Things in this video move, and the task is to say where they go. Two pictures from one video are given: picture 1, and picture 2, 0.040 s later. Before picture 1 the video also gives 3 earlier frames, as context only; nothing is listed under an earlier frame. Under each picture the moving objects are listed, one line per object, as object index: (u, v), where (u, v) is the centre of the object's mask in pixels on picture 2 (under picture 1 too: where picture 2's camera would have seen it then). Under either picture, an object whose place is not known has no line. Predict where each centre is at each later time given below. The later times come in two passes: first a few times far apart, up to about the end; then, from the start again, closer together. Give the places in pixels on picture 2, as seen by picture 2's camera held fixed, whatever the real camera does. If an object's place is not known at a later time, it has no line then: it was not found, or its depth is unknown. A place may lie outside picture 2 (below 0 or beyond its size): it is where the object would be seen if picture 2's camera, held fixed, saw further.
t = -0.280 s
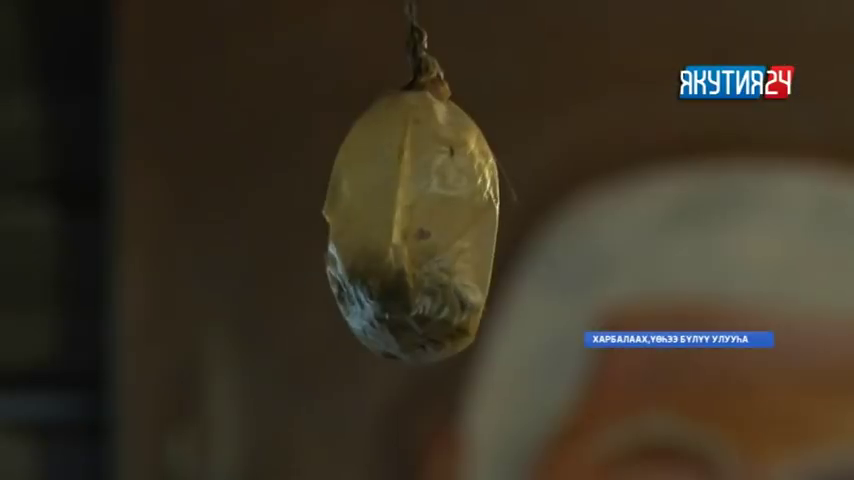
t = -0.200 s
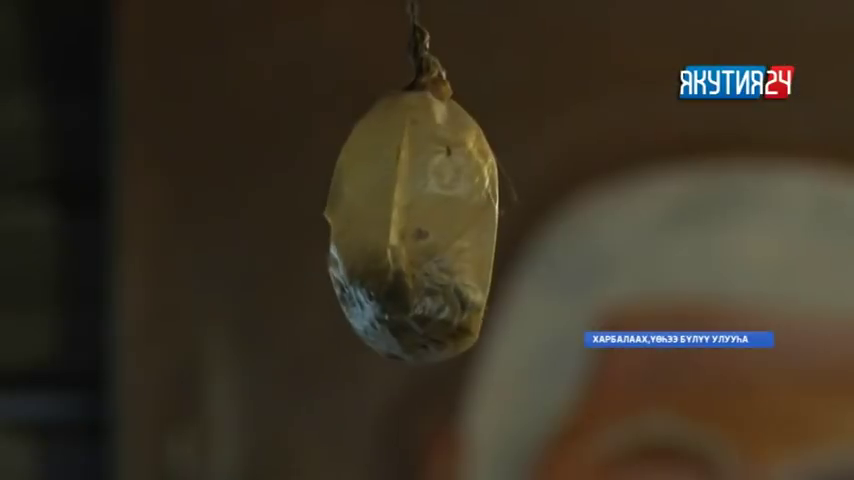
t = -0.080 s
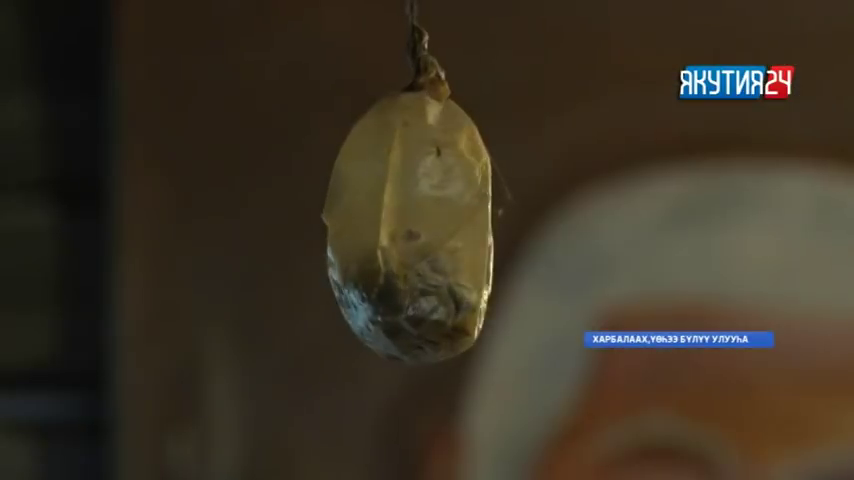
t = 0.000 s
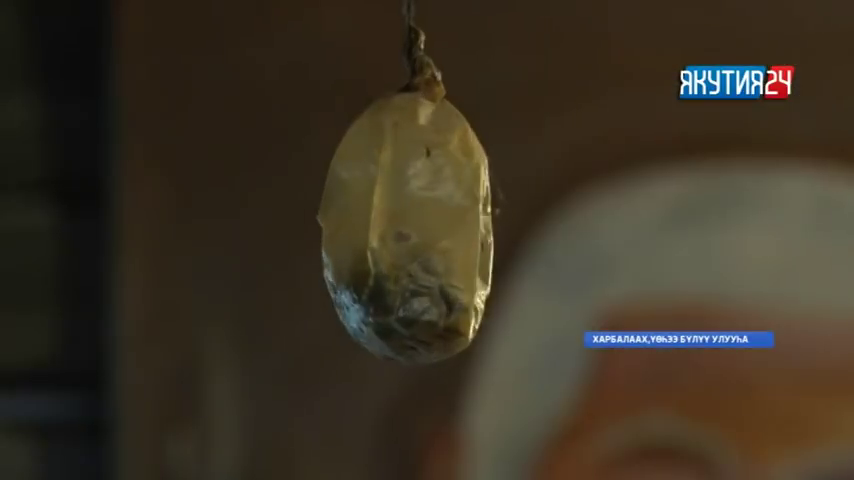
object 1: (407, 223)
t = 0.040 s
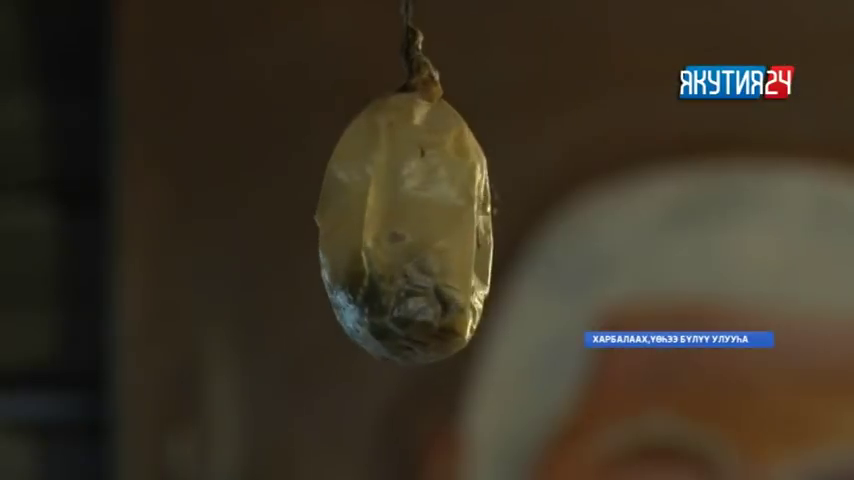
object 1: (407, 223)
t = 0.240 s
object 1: (404, 223)
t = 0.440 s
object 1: (414, 221)
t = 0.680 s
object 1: (425, 220)
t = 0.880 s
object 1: (412, 222)
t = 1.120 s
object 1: (403, 221)
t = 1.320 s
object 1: (417, 220)
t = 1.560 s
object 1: (419, 220)
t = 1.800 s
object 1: (401, 223)
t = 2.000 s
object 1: (410, 222)
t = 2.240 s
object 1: (425, 221)
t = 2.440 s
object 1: (411, 222)
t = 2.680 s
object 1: (393, 223)
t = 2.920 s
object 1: (408, 222)
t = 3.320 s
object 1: (405, 222)
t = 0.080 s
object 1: (407, 223)
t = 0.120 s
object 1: (405, 223)
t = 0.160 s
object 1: (404, 223)
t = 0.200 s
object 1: (403, 223)
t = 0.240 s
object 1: (404, 223)
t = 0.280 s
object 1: (405, 223)
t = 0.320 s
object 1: (407, 222)
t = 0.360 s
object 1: (409, 222)
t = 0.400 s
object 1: (412, 222)
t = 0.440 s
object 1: (414, 221)
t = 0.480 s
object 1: (417, 221)
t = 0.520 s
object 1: (419, 221)
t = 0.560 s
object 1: (422, 221)
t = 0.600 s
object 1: (424, 221)
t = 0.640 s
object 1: (425, 220)
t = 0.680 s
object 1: (425, 220)
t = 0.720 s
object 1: (424, 220)
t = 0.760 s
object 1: (423, 221)
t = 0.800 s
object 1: (420, 221)
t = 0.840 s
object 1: (416, 222)
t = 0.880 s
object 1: (412, 222)
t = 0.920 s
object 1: (408, 222)
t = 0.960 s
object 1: (404, 222)
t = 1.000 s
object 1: (402, 222)
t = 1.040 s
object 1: (402, 222)
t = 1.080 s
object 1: (402, 222)
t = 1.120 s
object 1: (403, 221)
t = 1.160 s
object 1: (406, 221)
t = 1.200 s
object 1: (408, 221)
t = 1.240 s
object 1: (413, 220)
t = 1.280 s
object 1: (415, 220)
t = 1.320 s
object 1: (417, 220)
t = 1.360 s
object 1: (419, 220)
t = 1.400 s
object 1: (420, 220)
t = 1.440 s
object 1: (420, 220)
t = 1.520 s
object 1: (420, 220)
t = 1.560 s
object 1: (419, 220)
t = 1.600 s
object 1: (418, 220)
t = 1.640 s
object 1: (416, 221)
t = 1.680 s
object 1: (410, 221)
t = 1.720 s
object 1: (406, 221)
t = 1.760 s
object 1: (402, 222)
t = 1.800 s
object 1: (401, 223)
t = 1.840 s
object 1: (400, 222)
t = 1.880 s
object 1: (400, 222)
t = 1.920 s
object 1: (402, 222)
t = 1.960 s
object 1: (406, 222)
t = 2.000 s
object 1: (410, 222)
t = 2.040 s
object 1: (415, 222)
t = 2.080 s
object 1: (420, 222)
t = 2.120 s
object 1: (423, 222)
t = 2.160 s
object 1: (424, 222)
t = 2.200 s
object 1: (425, 222)
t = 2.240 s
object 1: (425, 221)
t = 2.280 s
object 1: (424, 221)
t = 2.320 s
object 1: (421, 222)
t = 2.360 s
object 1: (418, 222)
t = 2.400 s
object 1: (415, 222)
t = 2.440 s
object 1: (411, 222)
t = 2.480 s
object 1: (406, 222)
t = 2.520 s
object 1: (402, 222)
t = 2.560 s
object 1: (398, 222)
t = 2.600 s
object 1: (395, 223)
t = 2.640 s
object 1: (394, 223)
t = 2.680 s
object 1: (393, 223)
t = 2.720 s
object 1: (394, 223)
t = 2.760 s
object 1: (394, 223)
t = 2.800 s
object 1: (397, 223)
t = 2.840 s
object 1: (406, 223)
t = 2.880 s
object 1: (407, 222)
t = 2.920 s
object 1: (408, 222)
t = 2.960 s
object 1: (408, 222)
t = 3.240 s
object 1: (407, 222)
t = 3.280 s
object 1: (406, 222)
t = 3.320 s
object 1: (405, 222)
